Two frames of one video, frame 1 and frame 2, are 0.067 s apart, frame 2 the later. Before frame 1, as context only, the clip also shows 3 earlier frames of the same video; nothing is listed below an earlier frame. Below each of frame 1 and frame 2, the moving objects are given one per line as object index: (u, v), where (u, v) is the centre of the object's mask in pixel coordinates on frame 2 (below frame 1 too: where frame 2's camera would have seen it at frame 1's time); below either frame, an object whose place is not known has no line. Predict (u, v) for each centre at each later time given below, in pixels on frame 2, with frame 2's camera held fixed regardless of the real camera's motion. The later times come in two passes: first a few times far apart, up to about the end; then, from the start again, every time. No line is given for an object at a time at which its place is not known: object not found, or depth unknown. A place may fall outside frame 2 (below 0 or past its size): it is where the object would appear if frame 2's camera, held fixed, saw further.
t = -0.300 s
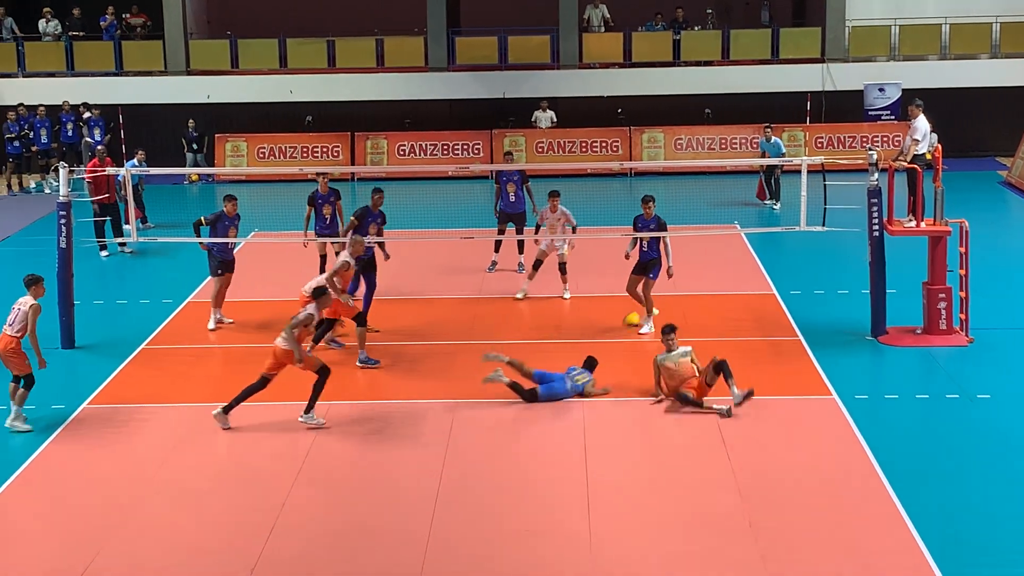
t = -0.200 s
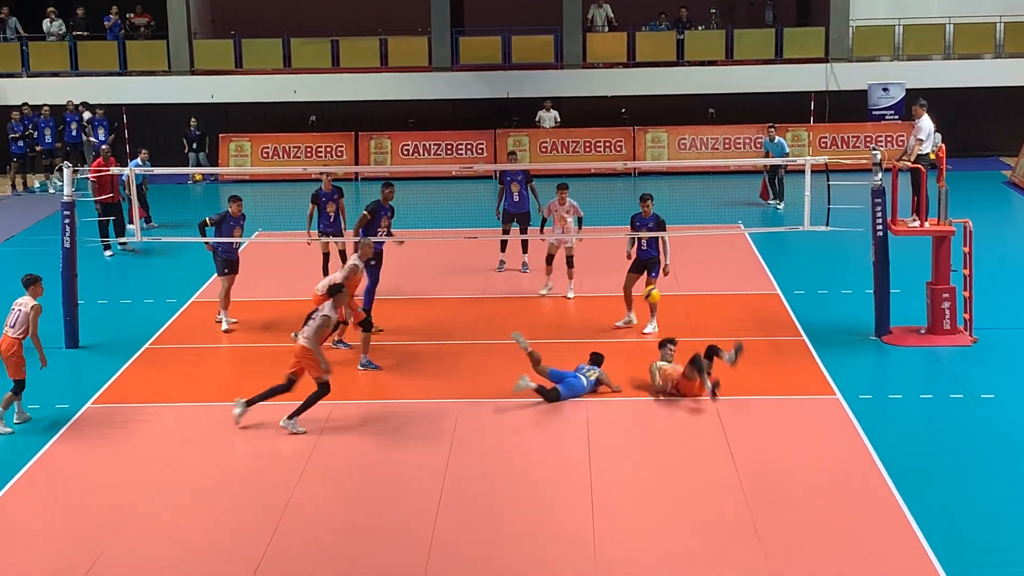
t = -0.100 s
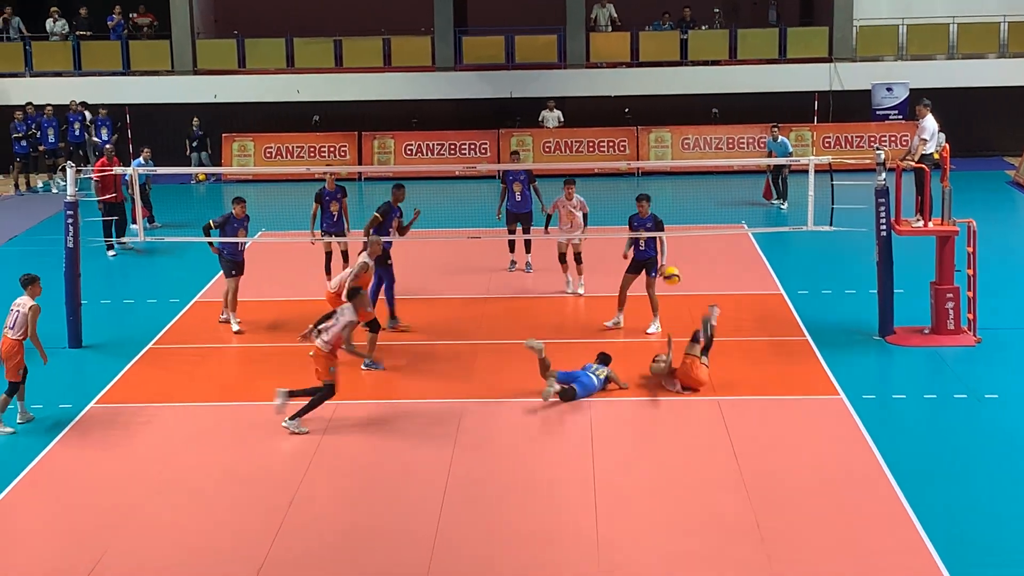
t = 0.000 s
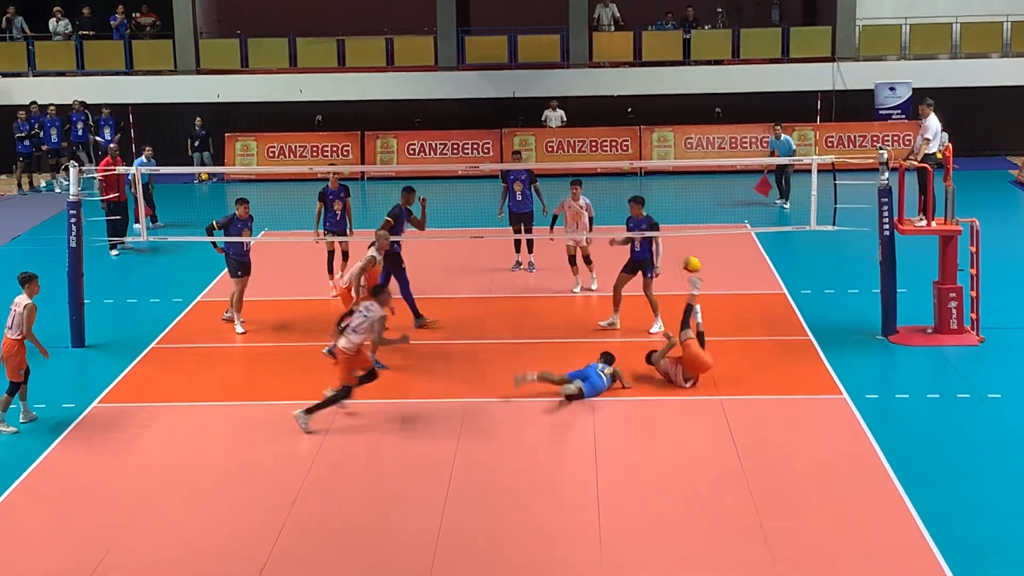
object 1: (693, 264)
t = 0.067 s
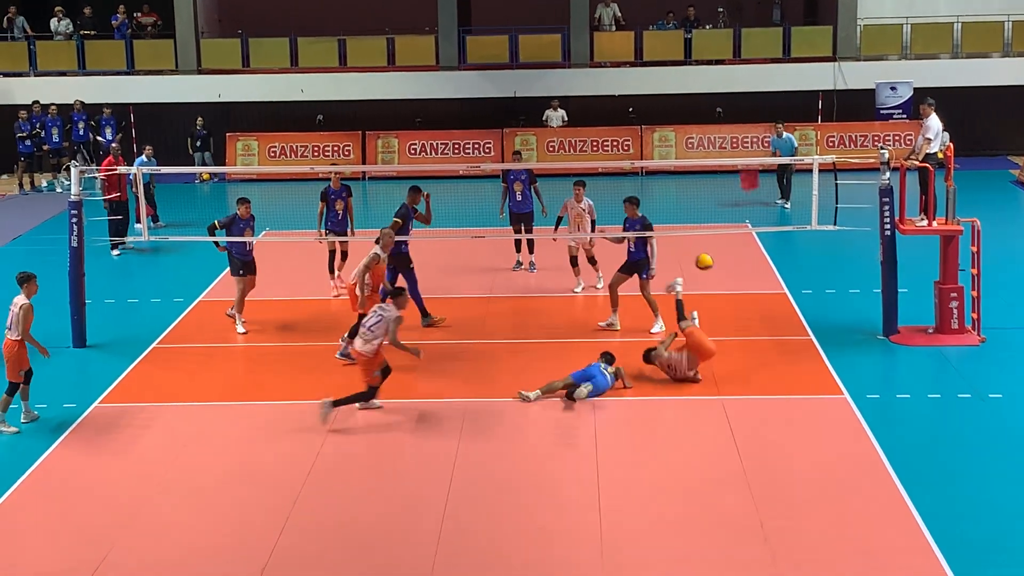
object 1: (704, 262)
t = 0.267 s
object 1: (739, 277)
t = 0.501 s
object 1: (781, 341)
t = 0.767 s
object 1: (828, 439)
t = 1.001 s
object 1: (876, 383)
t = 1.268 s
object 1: (932, 378)
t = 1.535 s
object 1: (988, 444)
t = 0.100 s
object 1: (709, 262)
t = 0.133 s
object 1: (716, 263)
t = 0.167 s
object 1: (721, 266)
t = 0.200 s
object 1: (727, 268)
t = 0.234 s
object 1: (733, 273)
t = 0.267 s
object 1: (739, 277)
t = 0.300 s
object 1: (745, 284)
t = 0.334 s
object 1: (751, 290)
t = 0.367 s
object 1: (757, 299)
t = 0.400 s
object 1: (763, 307)
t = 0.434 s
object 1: (770, 318)
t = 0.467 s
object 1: (775, 329)
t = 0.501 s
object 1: (781, 341)
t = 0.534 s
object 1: (787, 355)
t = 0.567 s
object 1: (793, 369)
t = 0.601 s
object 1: (799, 385)
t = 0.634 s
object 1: (804, 400)
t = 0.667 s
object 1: (810, 419)
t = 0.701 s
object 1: (816, 437)
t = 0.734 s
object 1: (822, 452)
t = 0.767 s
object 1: (828, 439)
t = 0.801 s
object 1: (835, 428)
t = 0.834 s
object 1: (842, 419)
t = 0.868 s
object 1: (849, 408)
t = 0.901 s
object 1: (855, 401)
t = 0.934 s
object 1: (862, 394)
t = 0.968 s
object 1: (869, 388)
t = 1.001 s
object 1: (876, 383)
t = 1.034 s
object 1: (882, 379)
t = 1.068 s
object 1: (889, 375)
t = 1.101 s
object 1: (896, 373)
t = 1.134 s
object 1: (904, 372)
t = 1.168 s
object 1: (911, 372)
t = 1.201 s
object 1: (918, 373)
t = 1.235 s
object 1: (925, 375)
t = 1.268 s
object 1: (932, 378)
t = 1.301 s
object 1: (939, 382)
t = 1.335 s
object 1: (946, 388)
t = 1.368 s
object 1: (953, 395)
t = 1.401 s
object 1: (960, 402)
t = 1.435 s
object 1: (967, 411)
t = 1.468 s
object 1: (974, 422)
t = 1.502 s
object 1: (981, 432)
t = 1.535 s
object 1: (988, 444)
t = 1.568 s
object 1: (994, 458)
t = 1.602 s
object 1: (1001, 472)
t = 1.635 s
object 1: (1004, 487)
